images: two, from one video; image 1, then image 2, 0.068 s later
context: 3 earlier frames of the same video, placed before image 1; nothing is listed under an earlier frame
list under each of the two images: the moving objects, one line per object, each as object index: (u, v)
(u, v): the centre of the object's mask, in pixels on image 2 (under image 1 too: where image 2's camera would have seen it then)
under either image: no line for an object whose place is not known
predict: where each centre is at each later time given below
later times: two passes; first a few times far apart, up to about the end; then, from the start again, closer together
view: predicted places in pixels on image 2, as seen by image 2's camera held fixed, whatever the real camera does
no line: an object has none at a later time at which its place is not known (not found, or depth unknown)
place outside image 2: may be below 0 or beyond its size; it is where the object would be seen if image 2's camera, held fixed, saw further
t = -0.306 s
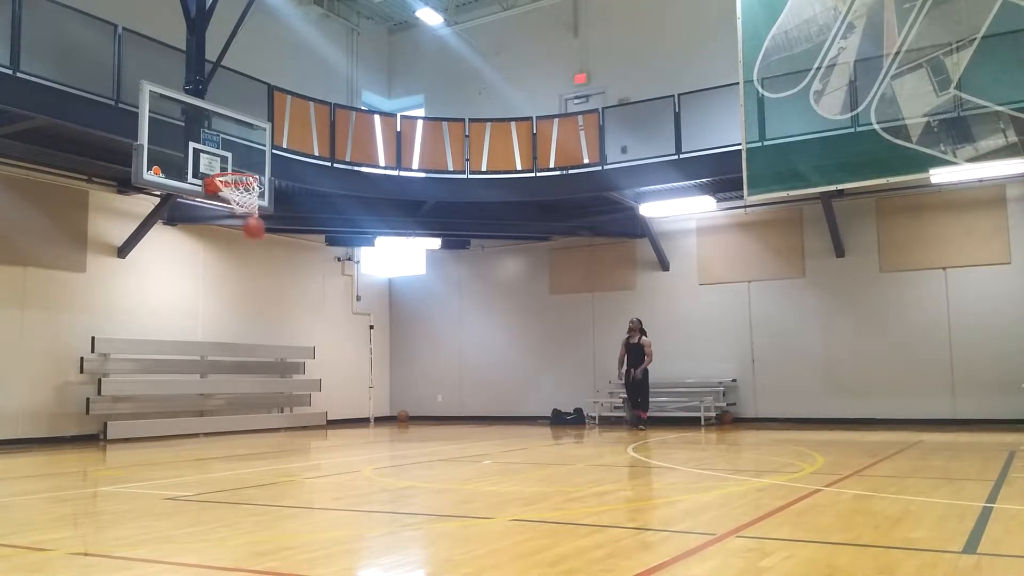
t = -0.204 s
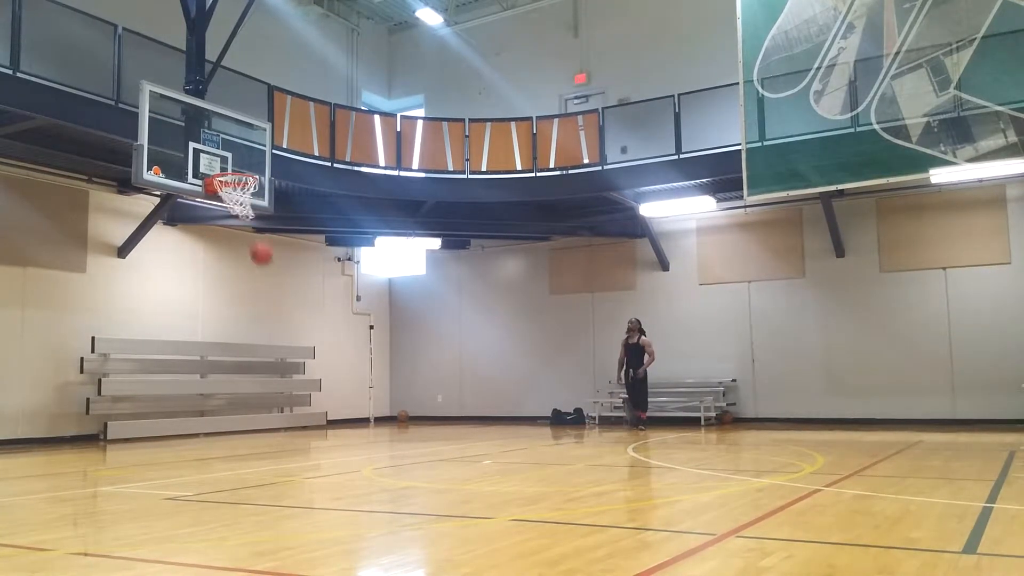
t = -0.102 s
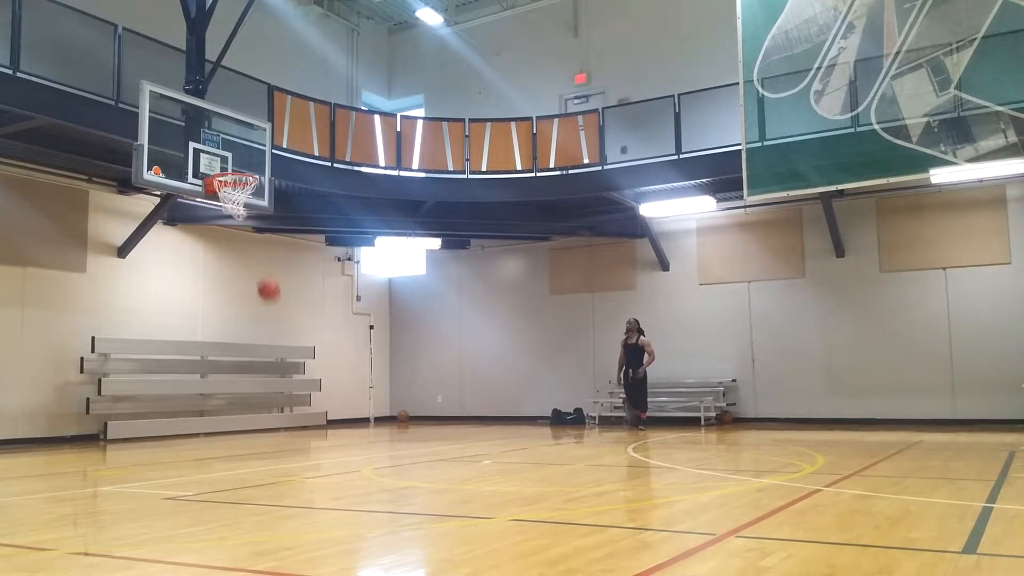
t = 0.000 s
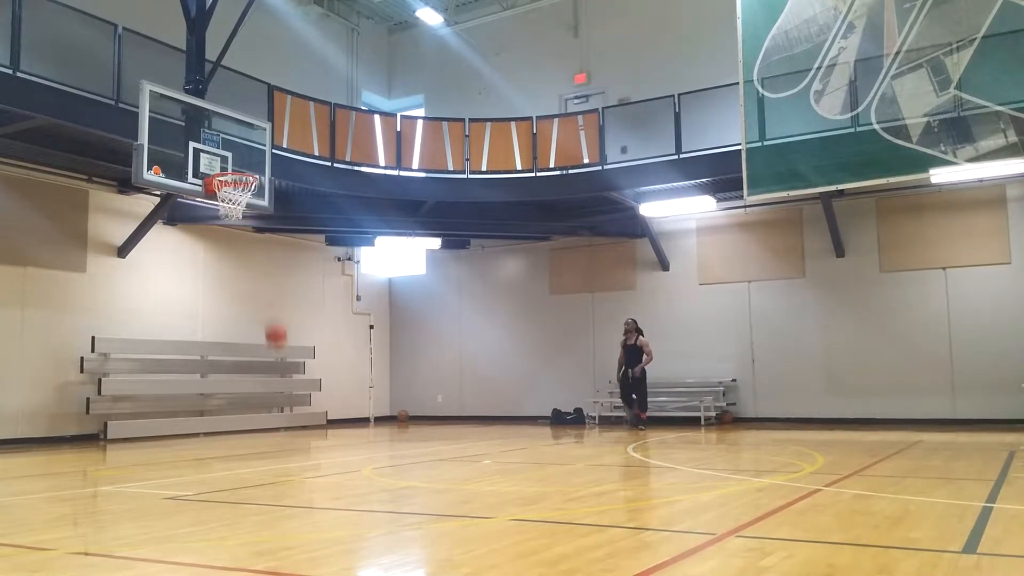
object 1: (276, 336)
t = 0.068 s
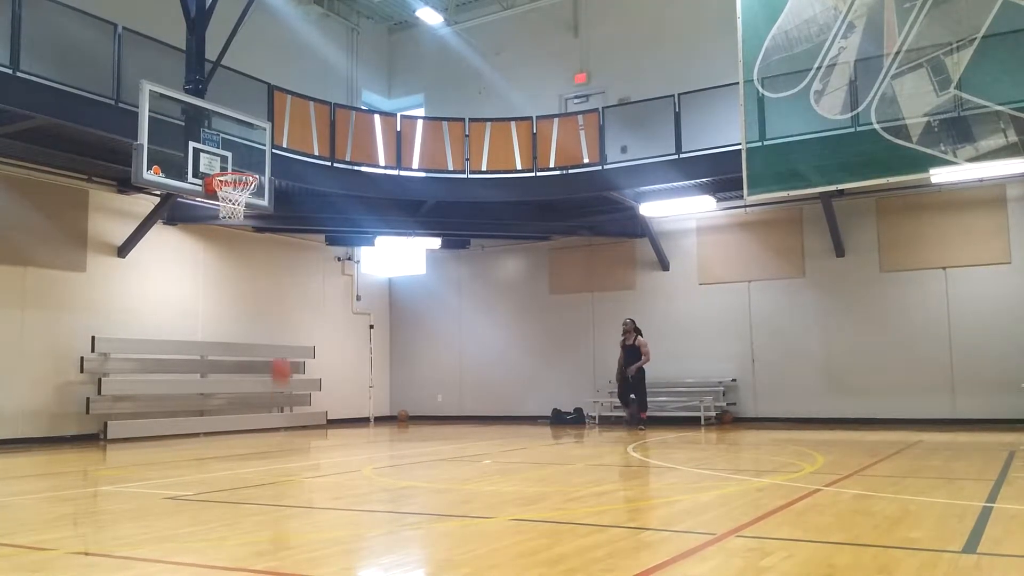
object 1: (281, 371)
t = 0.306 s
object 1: (294, 388)
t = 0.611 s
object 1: (310, 302)
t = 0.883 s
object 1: (324, 296)
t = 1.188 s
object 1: (338, 370)
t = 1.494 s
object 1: (354, 391)
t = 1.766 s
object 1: (368, 343)
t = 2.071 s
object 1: (384, 372)
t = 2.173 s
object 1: (389, 402)
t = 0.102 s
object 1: (282, 391)
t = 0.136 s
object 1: (285, 412)
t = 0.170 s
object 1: (287, 439)
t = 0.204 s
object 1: (288, 437)
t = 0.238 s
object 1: (291, 418)
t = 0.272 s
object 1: (293, 402)
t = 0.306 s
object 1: (294, 388)
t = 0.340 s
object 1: (296, 374)
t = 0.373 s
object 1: (298, 363)
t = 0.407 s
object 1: (300, 350)
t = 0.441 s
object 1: (302, 340)
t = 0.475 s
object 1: (304, 330)
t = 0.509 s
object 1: (306, 322)
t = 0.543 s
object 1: (307, 314)
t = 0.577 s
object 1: (309, 308)
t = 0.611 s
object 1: (310, 302)
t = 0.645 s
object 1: (312, 298)
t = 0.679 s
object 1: (314, 295)
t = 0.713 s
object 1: (315, 292)
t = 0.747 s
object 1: (317, 291)
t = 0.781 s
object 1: (319, 291)
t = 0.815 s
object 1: (320, 291)
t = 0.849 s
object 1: (322, 293)
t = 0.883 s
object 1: (324, 296)
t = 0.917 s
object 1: (325, 300)
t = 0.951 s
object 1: (327, 304)
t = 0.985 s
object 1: (329, 310)
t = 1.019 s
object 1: (330, 318)
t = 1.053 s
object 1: (332, 325)
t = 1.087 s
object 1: (333, 335)
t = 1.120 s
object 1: (335, 345)
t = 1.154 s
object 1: (337, 357)
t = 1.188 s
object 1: (338, 370)
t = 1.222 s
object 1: (340, 384)
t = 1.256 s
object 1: (341, 399)
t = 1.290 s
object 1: (343, 416)
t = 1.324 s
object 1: (344, 434)
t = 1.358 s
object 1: (346, 440)
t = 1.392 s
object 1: (348, 428)
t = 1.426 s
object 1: (350, 415)
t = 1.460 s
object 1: (352, 402)
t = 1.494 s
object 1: (354, 391)
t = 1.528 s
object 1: (355, 381)
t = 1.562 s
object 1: (357, 372)
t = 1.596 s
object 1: (359, 364)
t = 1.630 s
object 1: (360, 358)
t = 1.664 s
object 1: (362, 353)
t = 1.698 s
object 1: (364, 348)
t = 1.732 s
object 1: (366, 345)
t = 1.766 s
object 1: (368, 343)
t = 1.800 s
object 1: (370, 341)
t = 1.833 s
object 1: (371, 341)
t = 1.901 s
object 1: (375, 345)
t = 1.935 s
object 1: (376, 348)
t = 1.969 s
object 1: (378, 353)
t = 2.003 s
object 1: (380, 358)
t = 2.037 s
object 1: (382, 365)
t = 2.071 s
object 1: (384, 372)
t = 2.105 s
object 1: (386, 381)
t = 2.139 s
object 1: (387, 391)
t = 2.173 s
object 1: (389, 402)
